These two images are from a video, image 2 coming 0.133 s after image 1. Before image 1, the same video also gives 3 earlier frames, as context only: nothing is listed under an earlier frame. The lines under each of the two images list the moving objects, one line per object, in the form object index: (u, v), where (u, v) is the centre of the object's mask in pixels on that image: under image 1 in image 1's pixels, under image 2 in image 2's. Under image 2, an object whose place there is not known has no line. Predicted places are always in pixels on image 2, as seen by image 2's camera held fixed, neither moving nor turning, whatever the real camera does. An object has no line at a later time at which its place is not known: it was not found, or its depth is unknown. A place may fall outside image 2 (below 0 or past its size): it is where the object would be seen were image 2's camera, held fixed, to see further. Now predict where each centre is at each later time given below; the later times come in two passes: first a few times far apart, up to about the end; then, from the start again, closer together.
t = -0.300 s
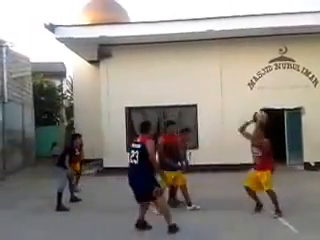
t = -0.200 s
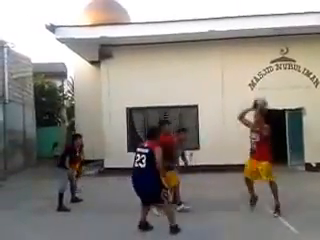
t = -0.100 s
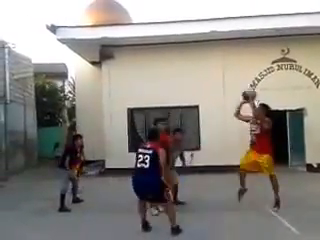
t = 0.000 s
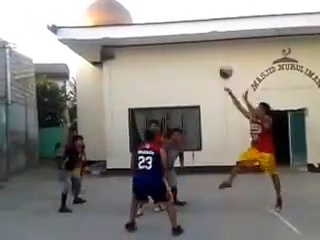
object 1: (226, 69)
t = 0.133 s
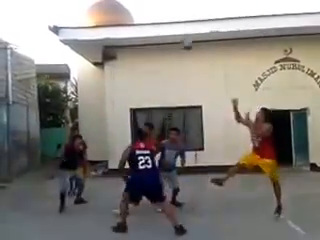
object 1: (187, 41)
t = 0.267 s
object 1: (147, 22)
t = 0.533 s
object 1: (71, 15)
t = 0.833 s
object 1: (6, 47)
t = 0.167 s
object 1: (177, 34)
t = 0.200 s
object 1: (167, 29)
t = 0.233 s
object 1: (157, 25)
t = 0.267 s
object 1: (147, 22)
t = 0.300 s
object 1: (139, 19)
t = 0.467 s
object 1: (90, 14)
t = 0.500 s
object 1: (80, 14)
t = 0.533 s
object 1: (71, 15)
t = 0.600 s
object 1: (52, 20)
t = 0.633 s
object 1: (43, 24)
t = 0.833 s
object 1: (6, 47)
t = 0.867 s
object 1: (9, 56)
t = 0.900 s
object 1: (10, 60)
